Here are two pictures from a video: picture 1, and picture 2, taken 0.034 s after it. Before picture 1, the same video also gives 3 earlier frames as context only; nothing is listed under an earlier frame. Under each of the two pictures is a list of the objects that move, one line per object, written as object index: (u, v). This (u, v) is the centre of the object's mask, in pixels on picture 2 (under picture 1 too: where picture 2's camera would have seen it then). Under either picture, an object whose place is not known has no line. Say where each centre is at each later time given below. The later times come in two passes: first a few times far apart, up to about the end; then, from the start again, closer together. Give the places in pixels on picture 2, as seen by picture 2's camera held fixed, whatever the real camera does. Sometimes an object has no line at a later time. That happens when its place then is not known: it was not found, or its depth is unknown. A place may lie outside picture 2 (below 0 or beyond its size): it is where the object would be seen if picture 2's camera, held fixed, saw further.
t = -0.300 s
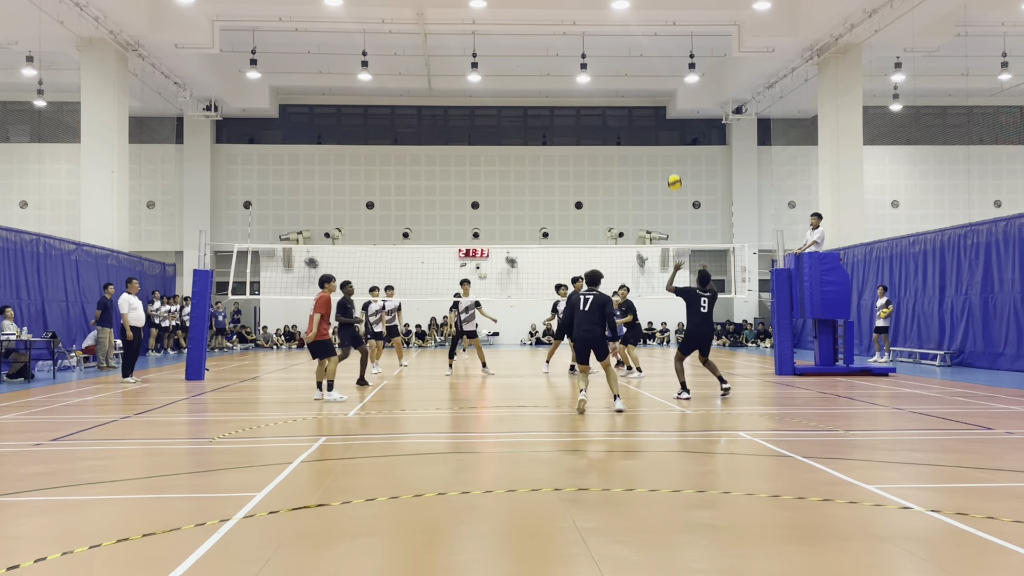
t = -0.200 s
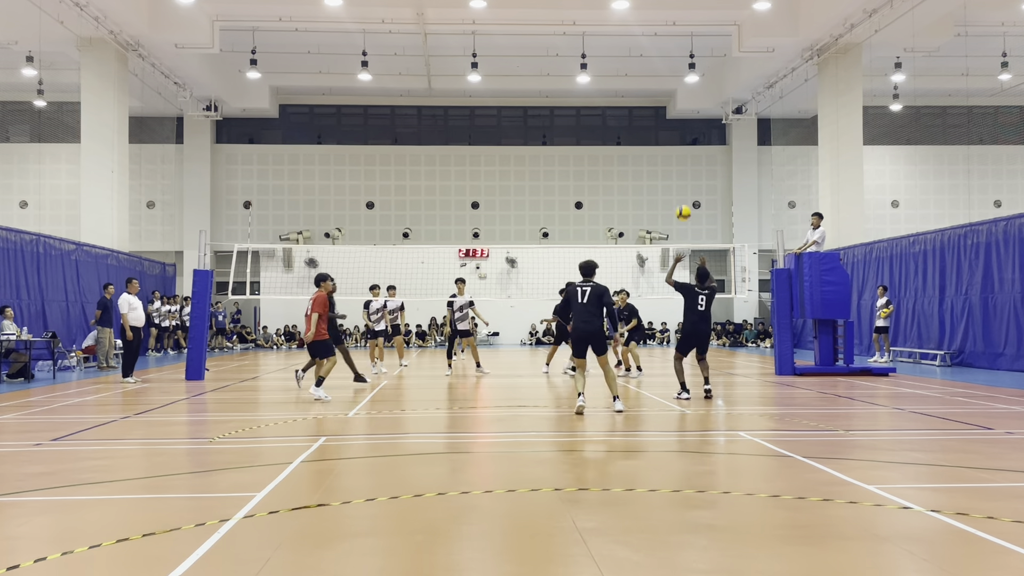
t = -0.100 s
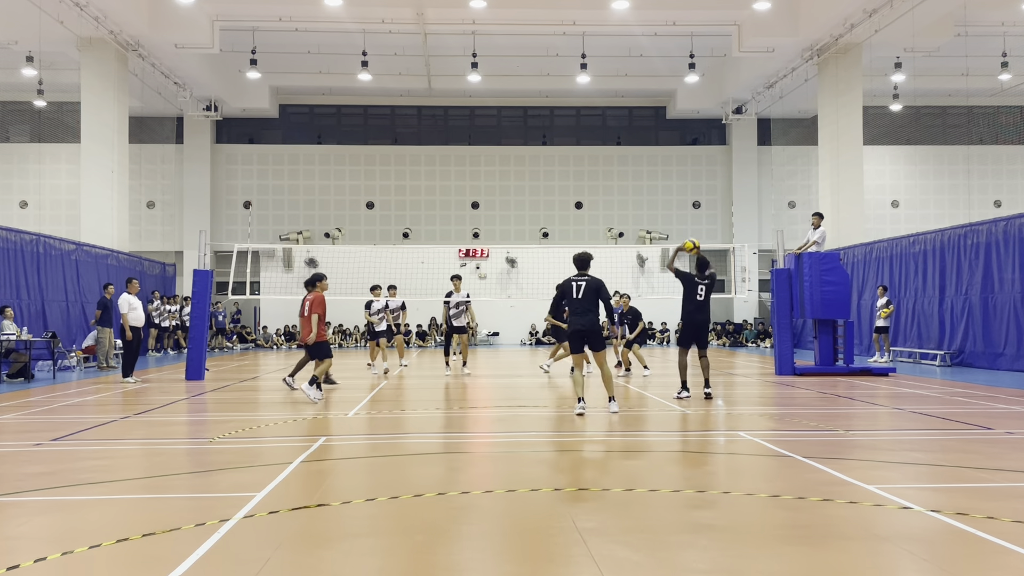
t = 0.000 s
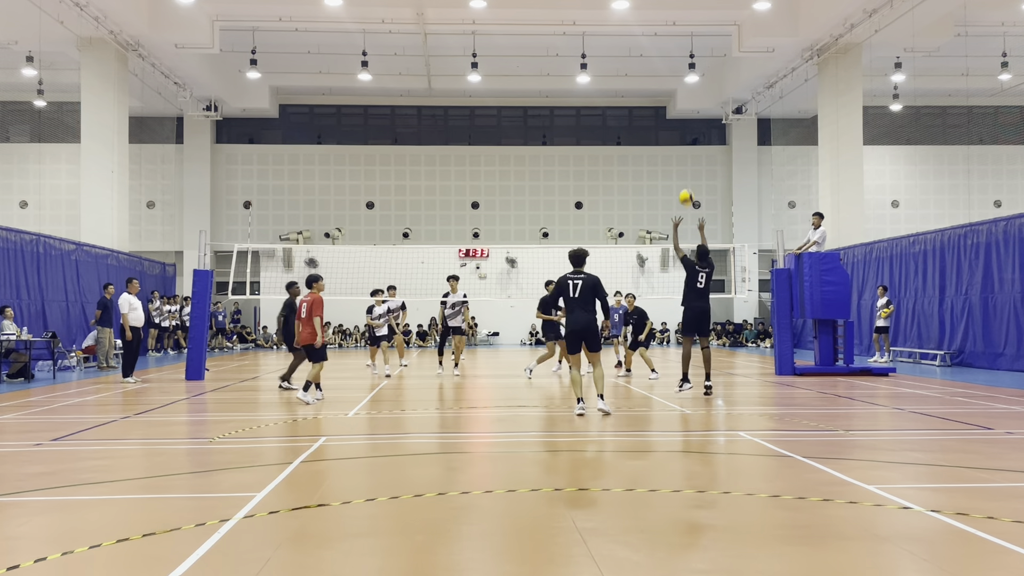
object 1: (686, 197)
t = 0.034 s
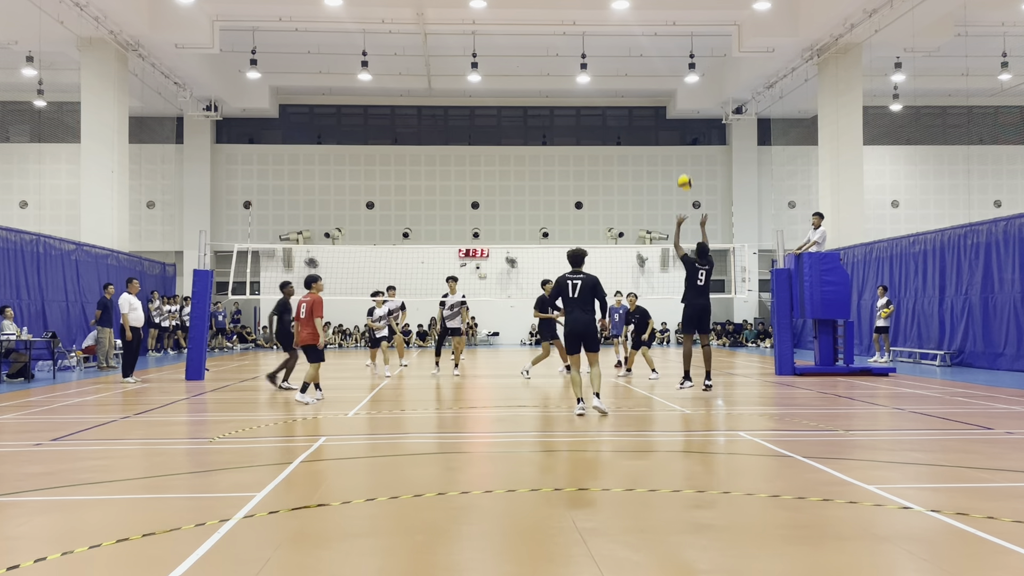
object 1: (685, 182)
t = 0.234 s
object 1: (676, 110)
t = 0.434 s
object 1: (667, 70)
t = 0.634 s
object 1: (658, 59)
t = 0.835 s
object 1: (651, 71)
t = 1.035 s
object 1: (645, 107)
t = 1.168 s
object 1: (641, 140)
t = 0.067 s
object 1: (683, 168)
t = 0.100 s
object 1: (682, 155)
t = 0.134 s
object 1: (680, 142)
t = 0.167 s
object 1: (678, 131)
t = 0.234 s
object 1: (676, 110)
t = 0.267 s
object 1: (674, 102)
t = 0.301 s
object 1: (673, 94)
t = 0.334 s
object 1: (671, 87)
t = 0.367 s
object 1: (670, 81)
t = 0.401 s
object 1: (668, 75)
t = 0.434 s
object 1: (667, 70)
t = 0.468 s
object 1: (666, 67)
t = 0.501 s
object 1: (664, 64)
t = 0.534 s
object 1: (662, 61)
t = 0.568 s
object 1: (661, 60)
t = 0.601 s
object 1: (660, 59)
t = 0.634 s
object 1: (658, 59)
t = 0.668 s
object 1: (657, 59)
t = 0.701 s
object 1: (656, 60)
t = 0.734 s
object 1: (655, 62)
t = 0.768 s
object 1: (654, 64)
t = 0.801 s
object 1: (652, 68)
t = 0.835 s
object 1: (651, 71)
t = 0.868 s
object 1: (650, 75)
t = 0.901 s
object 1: (649, 81)
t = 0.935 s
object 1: (648, 86)
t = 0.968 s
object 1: (646, 92)
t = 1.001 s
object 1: (645, 99)
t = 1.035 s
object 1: (645, 107)
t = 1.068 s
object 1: (644, 114)
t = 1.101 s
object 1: (642, 123)
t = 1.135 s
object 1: (641, 131)
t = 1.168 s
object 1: (641, 140)
